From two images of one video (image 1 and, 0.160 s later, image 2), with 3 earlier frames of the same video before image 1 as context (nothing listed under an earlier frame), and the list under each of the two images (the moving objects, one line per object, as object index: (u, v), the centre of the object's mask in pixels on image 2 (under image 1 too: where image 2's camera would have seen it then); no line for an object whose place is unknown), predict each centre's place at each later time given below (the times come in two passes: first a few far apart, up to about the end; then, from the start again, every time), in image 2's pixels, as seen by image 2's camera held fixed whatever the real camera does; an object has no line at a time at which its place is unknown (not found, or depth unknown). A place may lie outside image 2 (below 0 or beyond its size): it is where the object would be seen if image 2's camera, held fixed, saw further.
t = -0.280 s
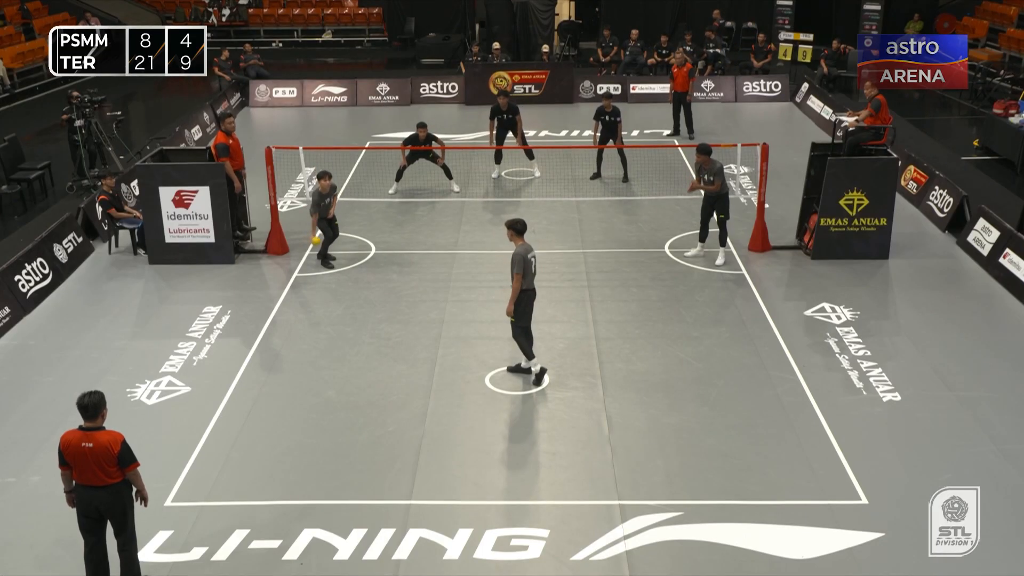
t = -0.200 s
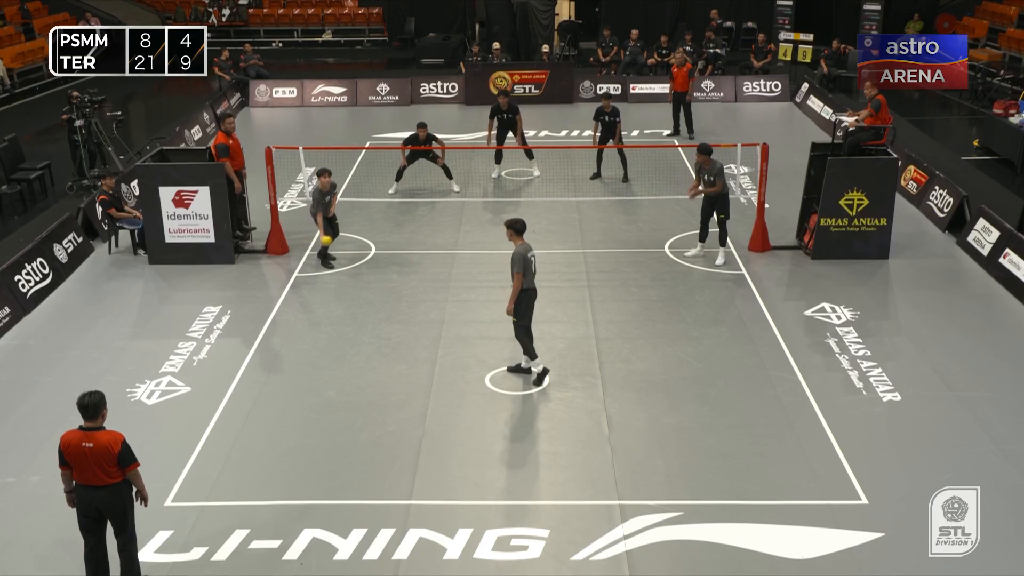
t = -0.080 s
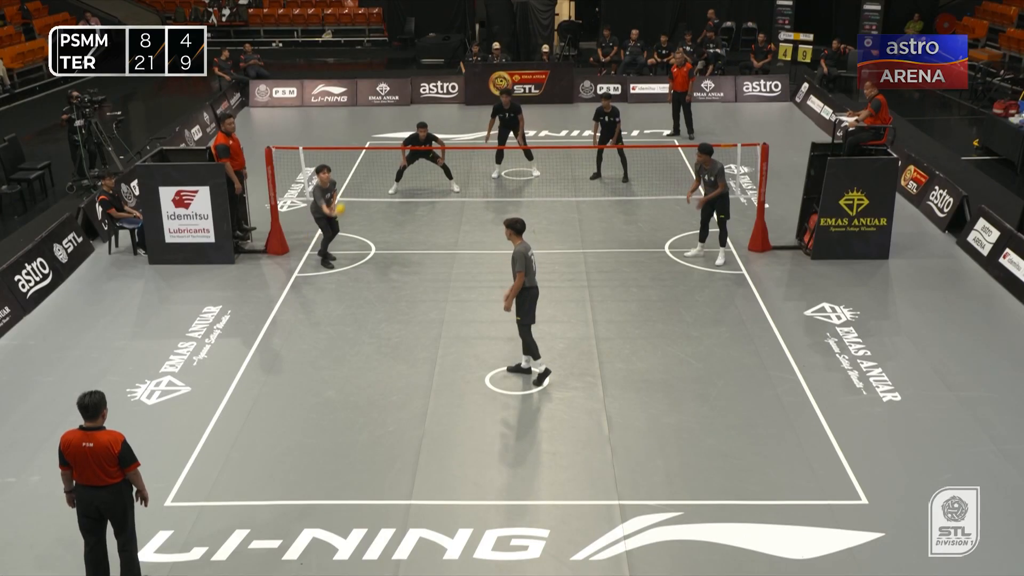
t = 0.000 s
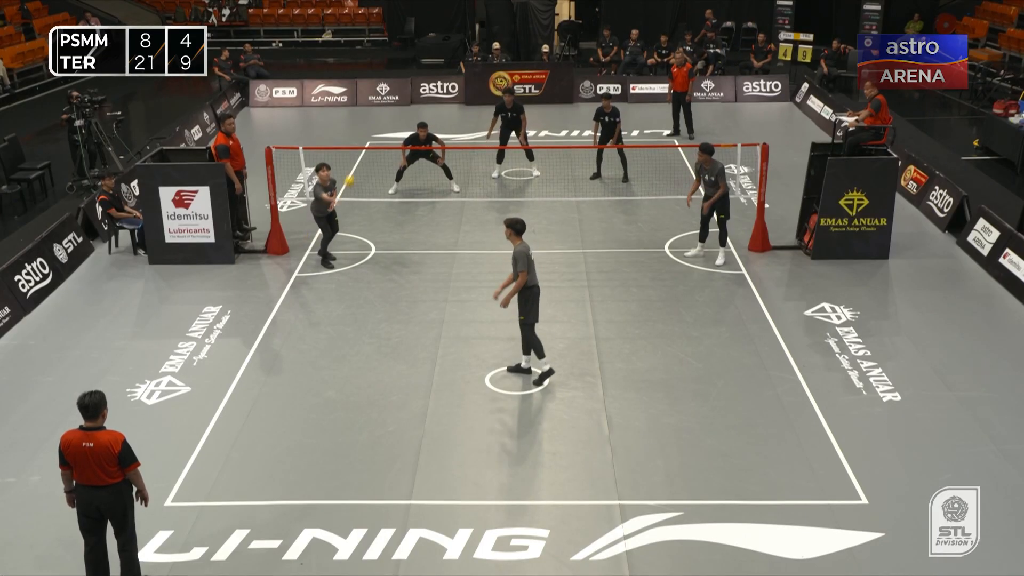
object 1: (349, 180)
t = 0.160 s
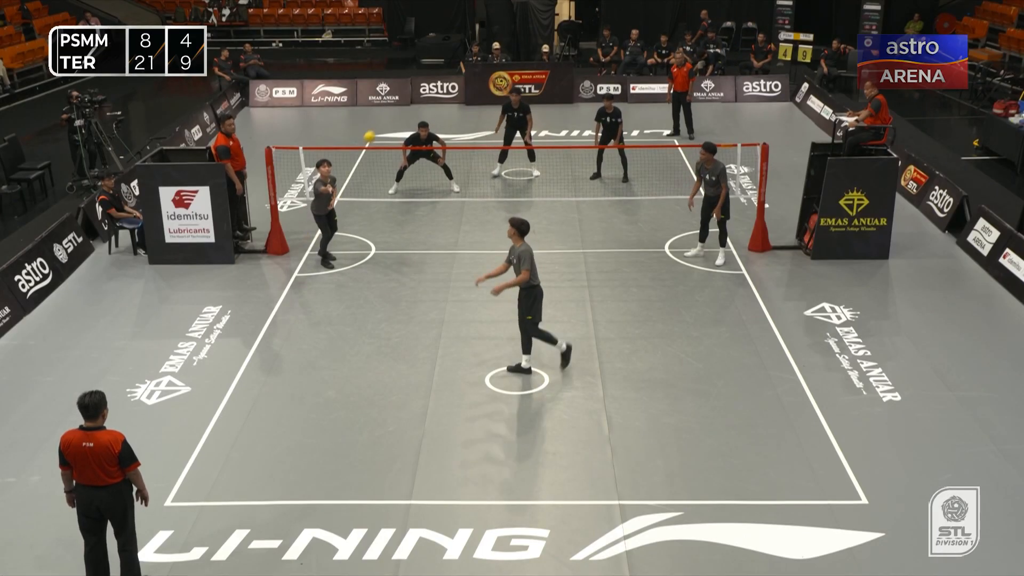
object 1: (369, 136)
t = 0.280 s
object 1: (387, 114)
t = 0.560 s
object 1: (432, 109)
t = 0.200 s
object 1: (375, 128)
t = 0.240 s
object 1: (380, 121)
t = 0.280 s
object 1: (387, 114)
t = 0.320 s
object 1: (392, 110)
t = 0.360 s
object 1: (399, 106)
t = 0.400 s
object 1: (405, 104)
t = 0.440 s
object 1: (411, 103)
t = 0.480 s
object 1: (418, 104)
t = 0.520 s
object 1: (425, 106)
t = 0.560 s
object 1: (432, 109)
